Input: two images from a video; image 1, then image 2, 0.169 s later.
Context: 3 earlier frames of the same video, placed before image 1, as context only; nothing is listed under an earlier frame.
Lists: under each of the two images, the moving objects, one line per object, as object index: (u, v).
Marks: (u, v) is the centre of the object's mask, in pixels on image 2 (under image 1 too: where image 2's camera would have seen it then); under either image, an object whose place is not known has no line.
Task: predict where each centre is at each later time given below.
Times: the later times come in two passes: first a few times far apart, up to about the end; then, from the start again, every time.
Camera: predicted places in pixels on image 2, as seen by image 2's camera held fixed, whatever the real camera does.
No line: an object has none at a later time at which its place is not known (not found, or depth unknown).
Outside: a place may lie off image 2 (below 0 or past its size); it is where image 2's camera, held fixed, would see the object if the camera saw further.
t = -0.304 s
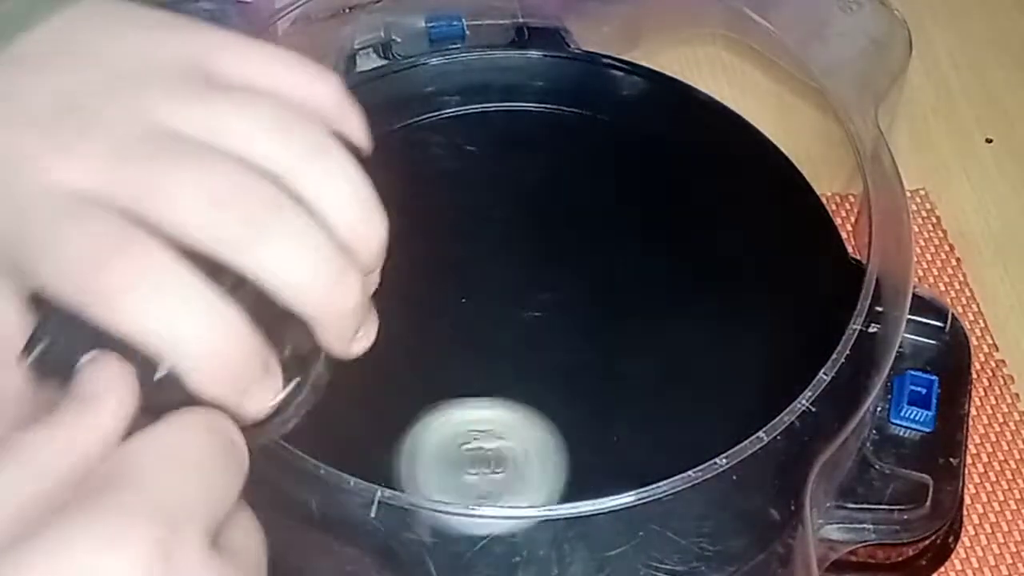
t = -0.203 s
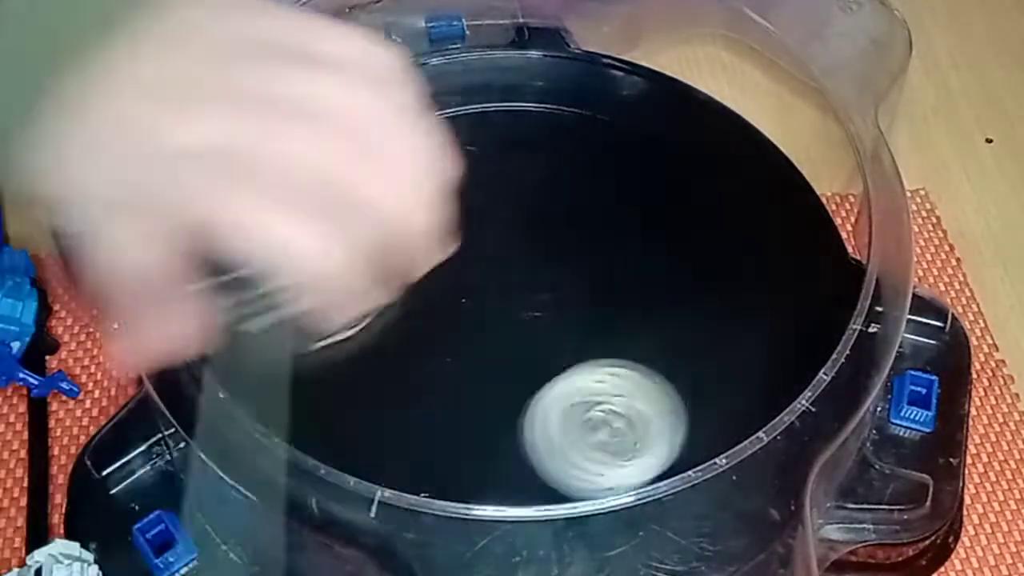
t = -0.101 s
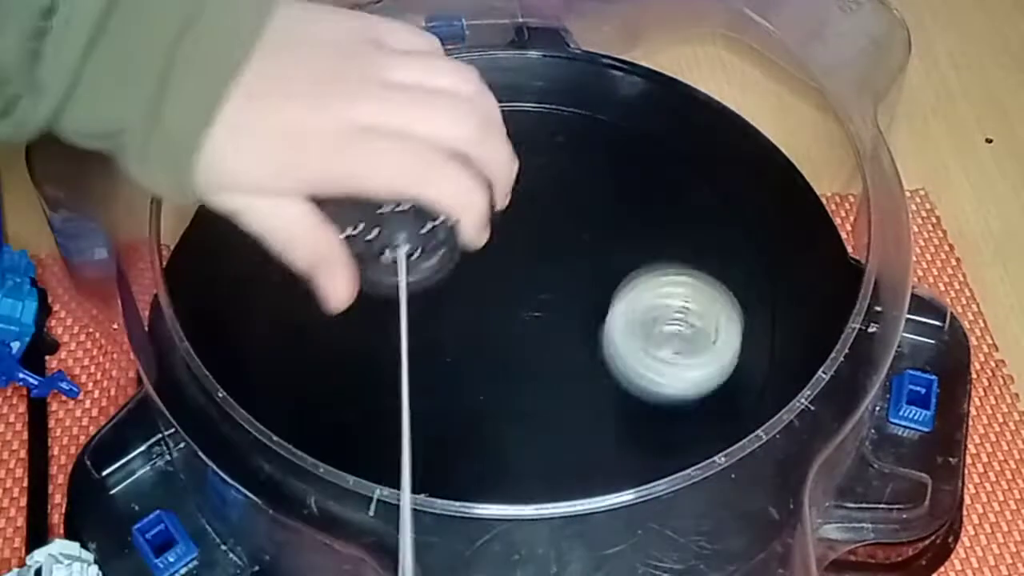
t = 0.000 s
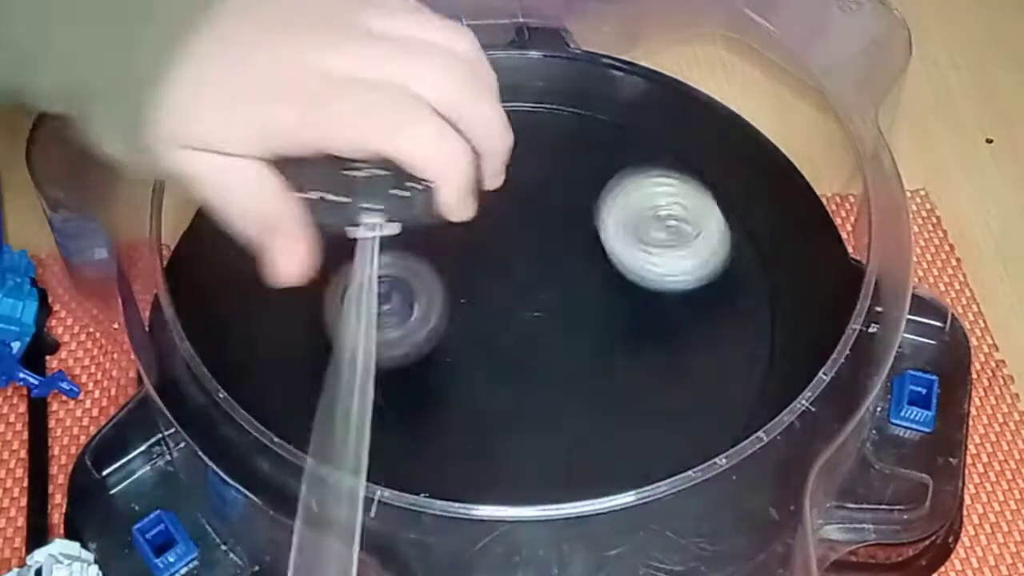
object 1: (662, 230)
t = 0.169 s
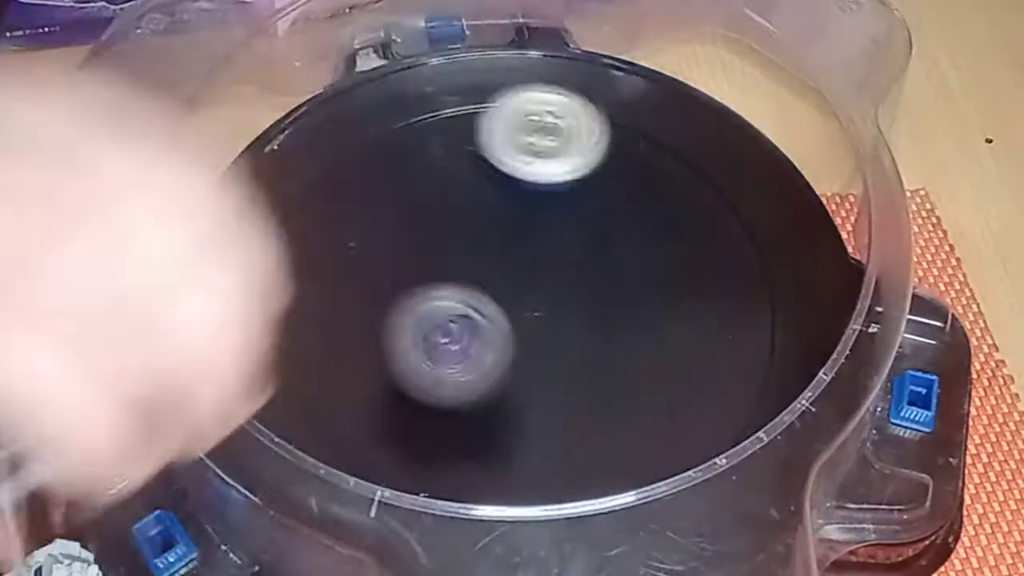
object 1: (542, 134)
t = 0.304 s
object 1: (421, 153)
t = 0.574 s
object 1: (383, 376)
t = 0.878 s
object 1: (685, 314)
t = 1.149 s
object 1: (542, 124)
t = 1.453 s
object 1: (351, 318)
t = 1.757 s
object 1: (665, 411)
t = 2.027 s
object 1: (633, 185)
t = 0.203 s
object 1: (513, 132)
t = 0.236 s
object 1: (483, 134)
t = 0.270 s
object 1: (452, 142)
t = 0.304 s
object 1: (421, 153)
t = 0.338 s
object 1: (392, 172)
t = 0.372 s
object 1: (368, 193)
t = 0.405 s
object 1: (349, 220)
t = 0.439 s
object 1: (337, 250)
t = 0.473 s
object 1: (334, 284)
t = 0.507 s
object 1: (341, 316)
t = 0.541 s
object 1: (358, 348)
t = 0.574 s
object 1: (383, 376)
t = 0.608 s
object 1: (417, 399)
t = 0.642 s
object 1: (455, 415)
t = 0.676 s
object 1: (500, 423)
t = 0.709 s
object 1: (542, 421)
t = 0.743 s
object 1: (585, 411)
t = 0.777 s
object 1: (619, 394)
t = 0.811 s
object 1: (649, 370)
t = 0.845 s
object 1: (671, 345)
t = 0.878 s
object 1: (685, 314)
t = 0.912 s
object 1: (693, 282)
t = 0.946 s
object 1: (691, 249)
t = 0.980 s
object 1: (681, 216)
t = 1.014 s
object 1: (663, 189)
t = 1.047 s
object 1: (638, 164)
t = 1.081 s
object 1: (612, 146)
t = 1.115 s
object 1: (578, 132)
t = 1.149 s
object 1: (542, 124)
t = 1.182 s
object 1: (504, 124)
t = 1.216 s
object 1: (466, 130)
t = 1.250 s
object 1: (434, 144)
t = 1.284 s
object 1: (403, 162)
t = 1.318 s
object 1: (379, 185)
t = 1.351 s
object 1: (360, 214)
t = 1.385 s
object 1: (347, 247)
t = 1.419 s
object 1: (345, 283)
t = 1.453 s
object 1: (351, 318)
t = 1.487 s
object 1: (366, 353)
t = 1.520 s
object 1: (389, 386)
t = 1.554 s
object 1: (419, 415)
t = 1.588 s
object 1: (461, 436)
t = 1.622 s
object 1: (502, 446)
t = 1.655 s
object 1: (546, 449)
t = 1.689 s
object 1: (591, 442)
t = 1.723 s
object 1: (630, 429)
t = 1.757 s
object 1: (665, 411)
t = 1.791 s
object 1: (696, 384)
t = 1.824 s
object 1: (711, 354)
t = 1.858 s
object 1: (720, 322)
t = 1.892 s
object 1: (720, 290)
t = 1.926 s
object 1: (708, 260)
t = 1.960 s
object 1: (689, 231)
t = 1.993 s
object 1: (665, 204)
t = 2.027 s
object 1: (633, 185)
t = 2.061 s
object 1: (599, 170)
